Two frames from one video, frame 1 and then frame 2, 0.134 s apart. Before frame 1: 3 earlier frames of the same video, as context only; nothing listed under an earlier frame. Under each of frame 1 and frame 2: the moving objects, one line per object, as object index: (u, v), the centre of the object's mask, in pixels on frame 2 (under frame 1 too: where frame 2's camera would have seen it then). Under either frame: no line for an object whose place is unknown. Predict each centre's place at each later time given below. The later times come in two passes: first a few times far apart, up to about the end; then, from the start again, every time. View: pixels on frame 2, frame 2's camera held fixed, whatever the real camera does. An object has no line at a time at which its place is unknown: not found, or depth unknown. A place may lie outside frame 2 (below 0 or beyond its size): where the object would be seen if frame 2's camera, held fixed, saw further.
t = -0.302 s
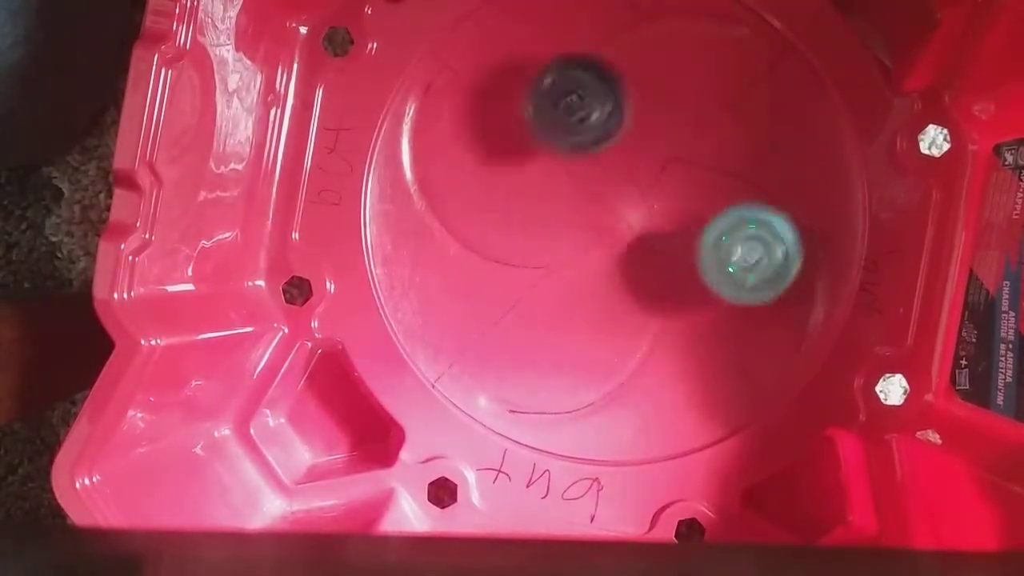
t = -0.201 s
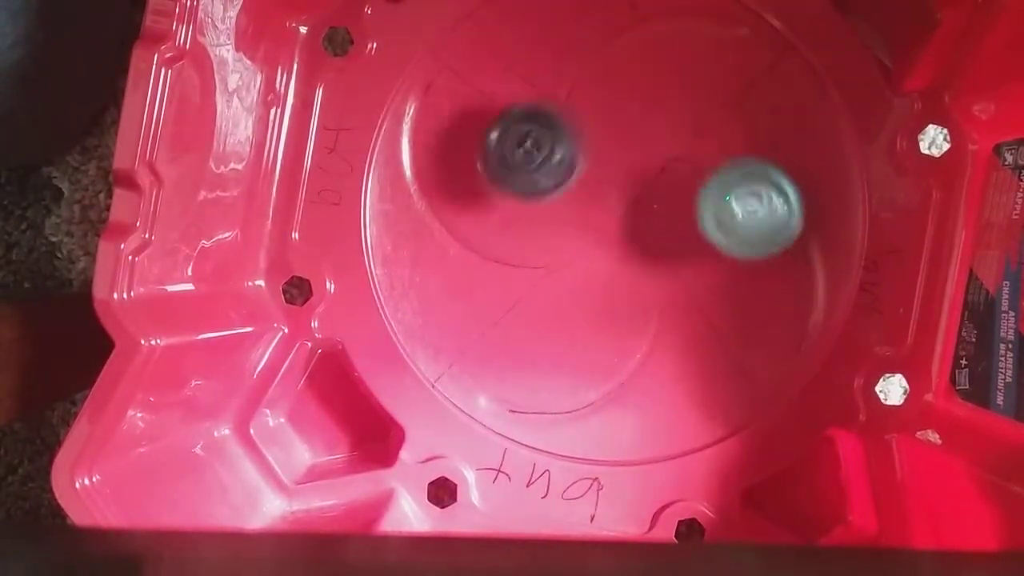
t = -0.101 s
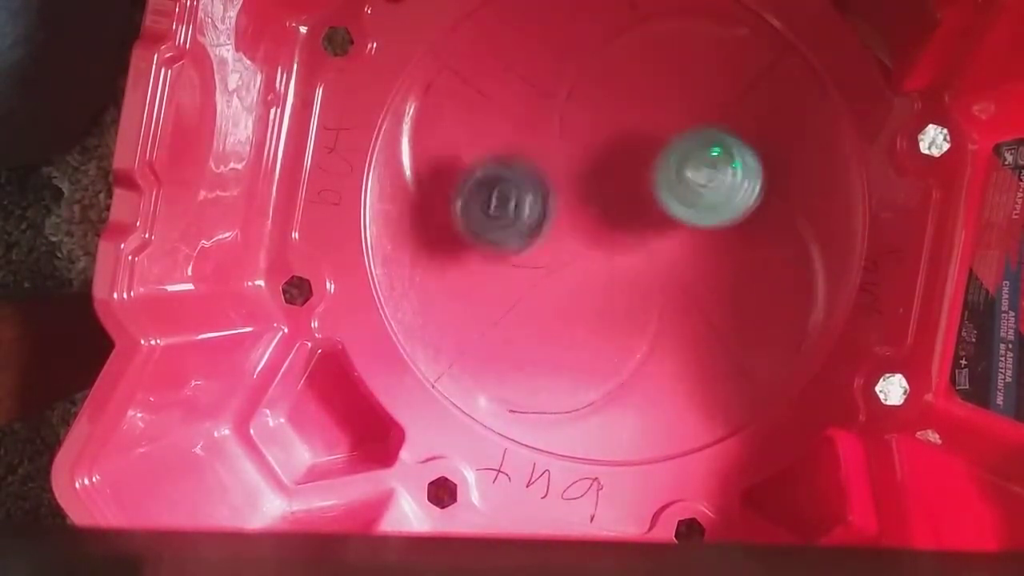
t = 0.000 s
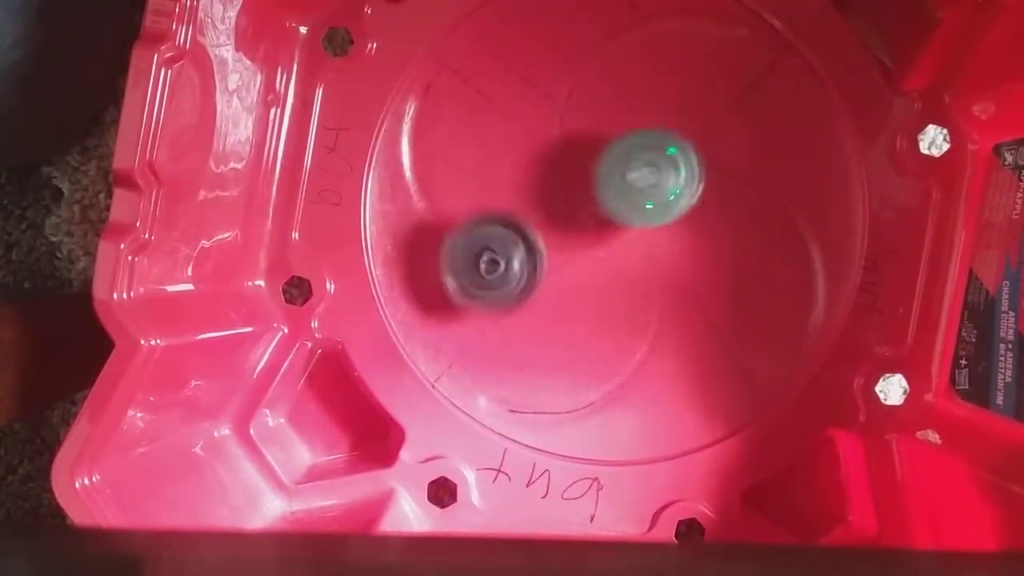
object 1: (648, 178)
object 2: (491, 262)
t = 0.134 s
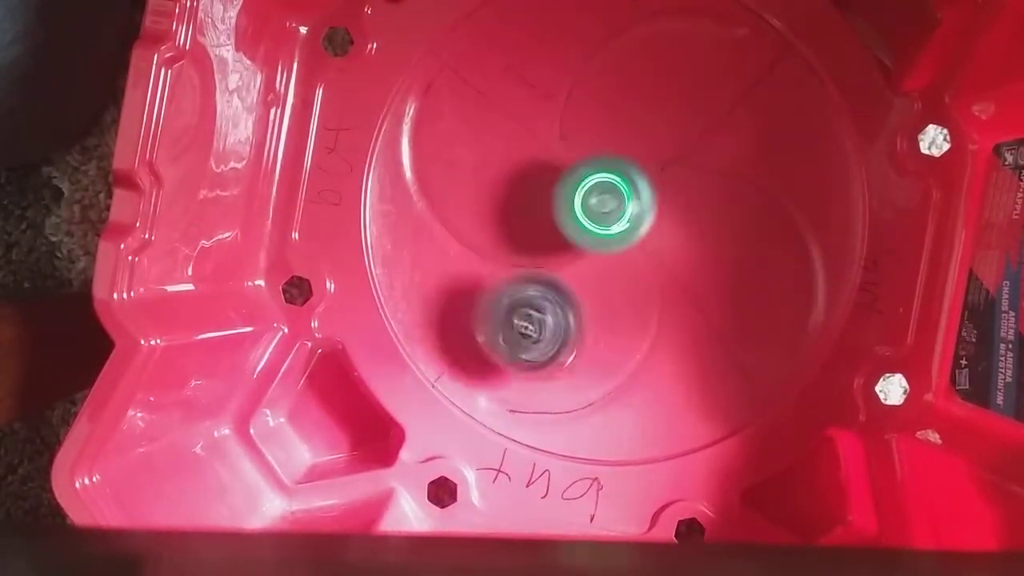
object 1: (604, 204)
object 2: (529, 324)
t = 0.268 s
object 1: (557, 200)
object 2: (603, 332)
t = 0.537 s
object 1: (537, 323)
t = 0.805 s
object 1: (657, 260)
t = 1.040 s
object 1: (624, 286)
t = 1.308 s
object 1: (642, 376)
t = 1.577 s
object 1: (627, 281)
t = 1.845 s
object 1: (500, 306)
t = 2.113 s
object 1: (496, 283)
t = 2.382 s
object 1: (562, 182)
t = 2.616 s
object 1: (616, 99)
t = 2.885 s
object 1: (660, 56)
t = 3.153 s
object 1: (687, 100)
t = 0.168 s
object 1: (594, 204)
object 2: (545, 331)
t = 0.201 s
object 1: (582, 198)
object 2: (564, 337)
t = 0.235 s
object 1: (569, 196)
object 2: (584, 335)
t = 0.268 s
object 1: (557, 200)
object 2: (603, 332)
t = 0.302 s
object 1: (542, 212)
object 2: (620, 326)
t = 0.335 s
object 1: (530, 227)
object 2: (642, 315)
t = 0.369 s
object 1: (521, 244)
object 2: (653, 306)
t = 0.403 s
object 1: (515, 261)
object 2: (675, 291)
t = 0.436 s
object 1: (512, 277)
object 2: (680, 282)
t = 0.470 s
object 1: (515, 294)
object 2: (698, 260)
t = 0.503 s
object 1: (523, 310)
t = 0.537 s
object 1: (537, 323)
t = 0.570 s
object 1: (554, 330)
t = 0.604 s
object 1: (572, 332)
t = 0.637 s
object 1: (590, 330)
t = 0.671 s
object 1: (608, 323)
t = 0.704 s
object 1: (624, 311)
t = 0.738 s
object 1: (637, 297)
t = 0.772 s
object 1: (649, 280)
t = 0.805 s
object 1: (657, 260)
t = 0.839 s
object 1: (662, 242)
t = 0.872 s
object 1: (665, 222)
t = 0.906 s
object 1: (665, 203)
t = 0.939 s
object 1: (655, 213)
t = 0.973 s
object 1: (643, 241)
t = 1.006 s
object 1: (632, 265)
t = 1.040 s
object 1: (624, 286)
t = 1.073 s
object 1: (622, 302)
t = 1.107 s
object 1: (622, 318)
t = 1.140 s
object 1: (624, 332)
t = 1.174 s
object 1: (628, 345)
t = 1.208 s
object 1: (633, 357)
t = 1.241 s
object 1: (636, 370)
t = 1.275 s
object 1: (638, 377)
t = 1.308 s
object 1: (642, 376)
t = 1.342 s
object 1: (650, 371)
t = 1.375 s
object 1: (657, 363)
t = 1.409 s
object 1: (661, 352)
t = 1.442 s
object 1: (662, 338)
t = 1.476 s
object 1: (661, 319)
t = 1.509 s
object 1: (657, 301)
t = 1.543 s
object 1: (648, 285)
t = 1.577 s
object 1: (627, 281)
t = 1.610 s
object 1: (599, 286)
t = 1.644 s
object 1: (577, 290)
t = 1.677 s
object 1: (561, 292)
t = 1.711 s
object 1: (547, 295)
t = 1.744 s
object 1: (534, 297)
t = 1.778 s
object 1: (522, 301)
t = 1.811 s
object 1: (510, 303)
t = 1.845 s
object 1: (500, 306)
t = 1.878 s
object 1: (491, 308)
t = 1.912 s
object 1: (485, 309)
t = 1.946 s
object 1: (481, 310)
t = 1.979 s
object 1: (479, 307)
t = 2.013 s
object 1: (481, 304)
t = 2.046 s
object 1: (485, 300)
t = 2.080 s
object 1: (490, 293)
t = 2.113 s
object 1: (496, 283)
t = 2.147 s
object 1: (504, 271)
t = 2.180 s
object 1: (514, 260)
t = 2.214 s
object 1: (523, 248)
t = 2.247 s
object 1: (532, 236)
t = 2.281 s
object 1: (539, 222)
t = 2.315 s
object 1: (546, 208)
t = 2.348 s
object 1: (554, 194)
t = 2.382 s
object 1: (562, 182)
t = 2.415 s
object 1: (570, 169)
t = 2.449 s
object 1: (579, 156)
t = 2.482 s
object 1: (585, 143)
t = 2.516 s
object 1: (592, 133)
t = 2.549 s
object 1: (600, 121)
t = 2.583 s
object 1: (609, 109)
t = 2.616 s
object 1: (616, 99)
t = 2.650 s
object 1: (623, 90)
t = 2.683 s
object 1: (630, 80)
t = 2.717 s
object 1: (637, 71)
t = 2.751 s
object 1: (643, 64)
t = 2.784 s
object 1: (649, 58)
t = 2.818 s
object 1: (653, 55)
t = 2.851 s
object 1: (657, 54)
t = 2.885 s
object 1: (660, 56)
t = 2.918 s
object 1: (663, 60)
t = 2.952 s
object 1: (666, 66)
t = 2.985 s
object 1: (669, 74)
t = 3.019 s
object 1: (673, 86)
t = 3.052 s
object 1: (676, 98)
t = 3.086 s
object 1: (681, 105)
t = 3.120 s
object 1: (685, 102)
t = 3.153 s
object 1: (687, 100)
